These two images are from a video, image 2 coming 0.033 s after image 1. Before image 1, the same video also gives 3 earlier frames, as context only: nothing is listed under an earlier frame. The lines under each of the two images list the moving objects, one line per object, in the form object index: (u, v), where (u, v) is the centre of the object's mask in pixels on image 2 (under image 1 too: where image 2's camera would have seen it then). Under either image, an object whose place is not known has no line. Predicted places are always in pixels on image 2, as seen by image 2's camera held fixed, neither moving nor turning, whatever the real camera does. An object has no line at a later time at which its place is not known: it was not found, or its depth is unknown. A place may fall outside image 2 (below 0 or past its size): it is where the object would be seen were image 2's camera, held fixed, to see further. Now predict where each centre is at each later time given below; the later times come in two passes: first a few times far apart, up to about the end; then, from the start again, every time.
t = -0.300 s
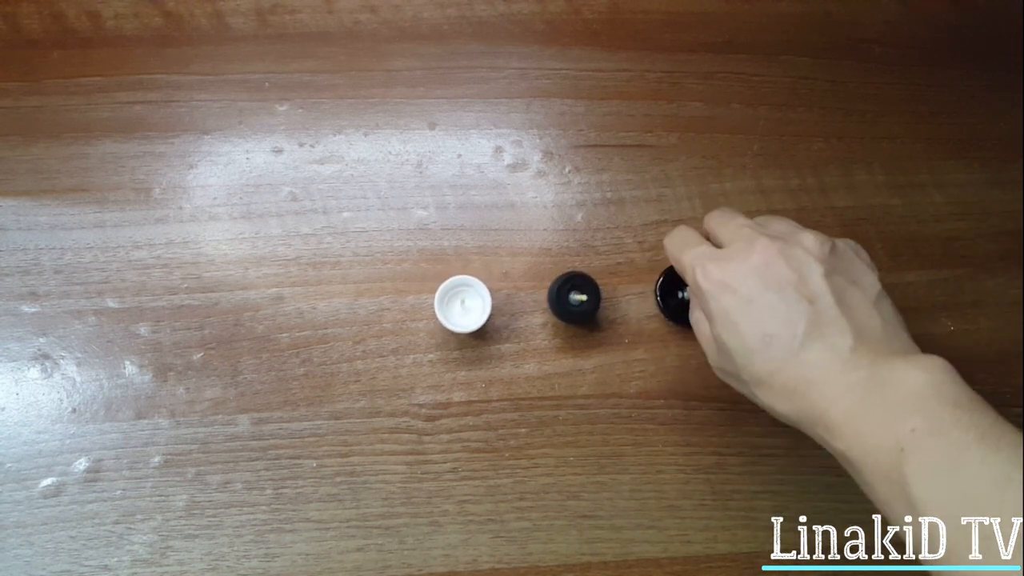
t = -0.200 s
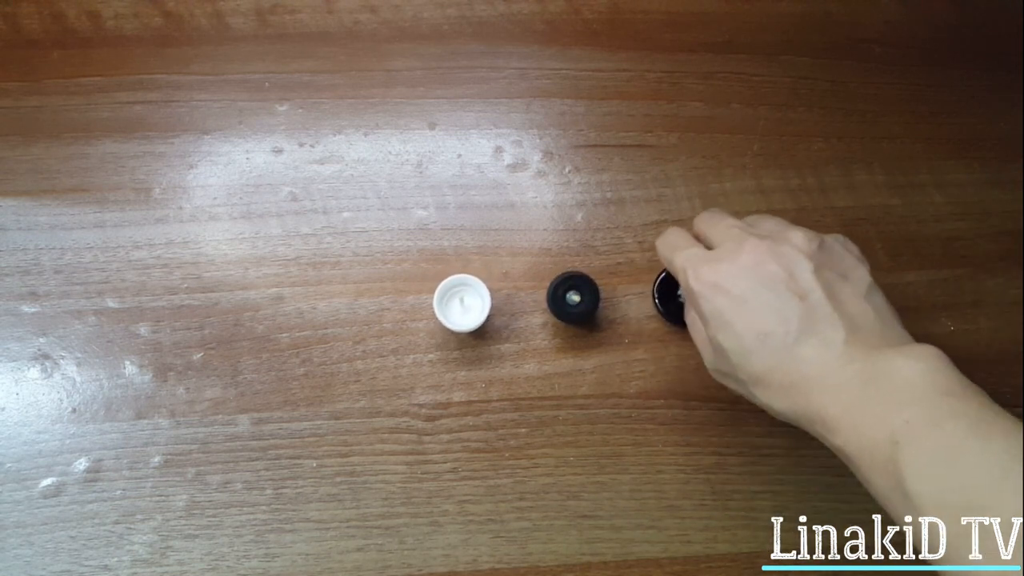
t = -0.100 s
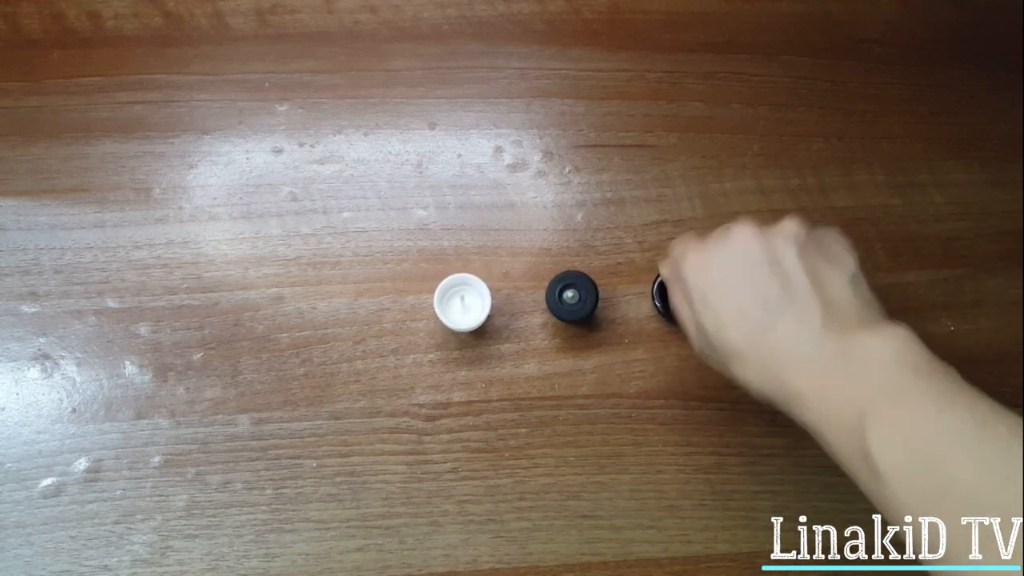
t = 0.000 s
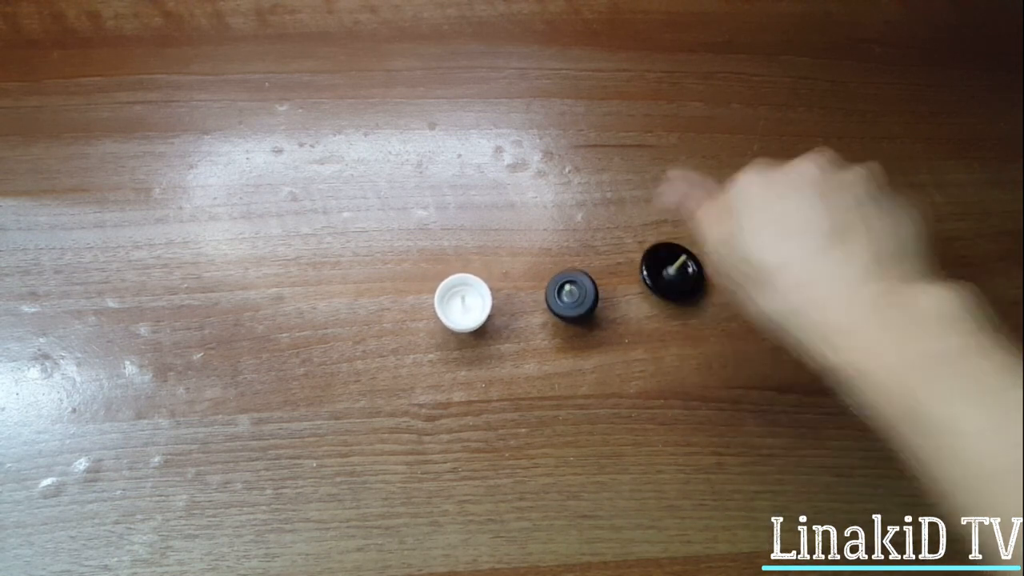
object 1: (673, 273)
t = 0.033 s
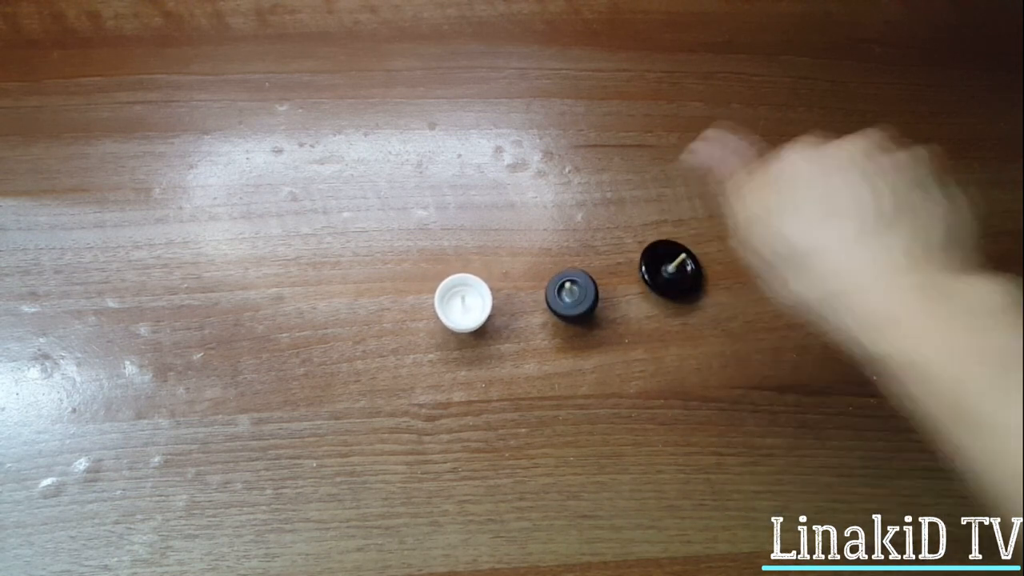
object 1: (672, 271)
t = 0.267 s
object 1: (667, 270)
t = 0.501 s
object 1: (663, 267)
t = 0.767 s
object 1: (665, 263)
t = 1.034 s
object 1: (670, 263)
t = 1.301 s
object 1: (673, 267)
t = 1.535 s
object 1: (670, 271)
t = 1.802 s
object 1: (667, 271)
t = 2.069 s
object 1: (663, 268)
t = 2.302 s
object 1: (661, 265)
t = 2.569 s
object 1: (662, 261)
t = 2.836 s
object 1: (666, 262)
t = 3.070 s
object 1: (667, 264)
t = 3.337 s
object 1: (667, 268)
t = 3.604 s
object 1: (663, 269)
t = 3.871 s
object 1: (662, 267)
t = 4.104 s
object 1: (660, 265)
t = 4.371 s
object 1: (661, 261)
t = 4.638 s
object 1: (665, 262)
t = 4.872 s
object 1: (666, 265)
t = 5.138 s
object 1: (664, 268)
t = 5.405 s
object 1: (661, 268)
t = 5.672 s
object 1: (659, 264)
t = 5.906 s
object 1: (661, 262)
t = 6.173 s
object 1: (664, 261)
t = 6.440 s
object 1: (667, 264)
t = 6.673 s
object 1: (666, 265)
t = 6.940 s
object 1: (663, 266)
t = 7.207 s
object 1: (660, 264)
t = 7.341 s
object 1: (660, 263)
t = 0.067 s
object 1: (671, 270)
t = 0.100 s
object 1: (670, 270)
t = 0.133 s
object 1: (669, 270)
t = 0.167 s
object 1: (669, 270)
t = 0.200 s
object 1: (668, 270)
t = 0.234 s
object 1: (667, 270)
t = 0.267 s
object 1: (667, 270)
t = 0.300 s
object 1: (666, 270)
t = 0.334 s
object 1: (665, 270)
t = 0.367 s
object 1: (665, 270)
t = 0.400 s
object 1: (664, 269)
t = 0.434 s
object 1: (663, 269)
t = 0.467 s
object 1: (663, 268)
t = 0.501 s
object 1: (663, 267)
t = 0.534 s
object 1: (663, 267)
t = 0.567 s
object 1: (663, 266)
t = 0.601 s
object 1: (663, 265)
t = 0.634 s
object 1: (664, 265)
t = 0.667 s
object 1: (664, 264)
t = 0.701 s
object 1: (664, 264)
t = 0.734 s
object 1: (665, 263)
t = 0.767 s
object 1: (665, 263)
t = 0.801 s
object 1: (666, 263)
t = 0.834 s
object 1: (667, 263)
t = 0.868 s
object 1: (667, 263)
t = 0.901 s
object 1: (668, 263)
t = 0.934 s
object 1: (668, 263)
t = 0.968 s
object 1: (669, 262)
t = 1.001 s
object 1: (670, 263)
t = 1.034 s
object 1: (670, 263)
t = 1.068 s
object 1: (670, 263)
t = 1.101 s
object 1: (671, 263)
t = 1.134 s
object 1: (672, 264)
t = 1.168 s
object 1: (672, 264)
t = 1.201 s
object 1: (672, 265)
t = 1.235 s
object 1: (672, 266)
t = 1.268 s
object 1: (673, 267)
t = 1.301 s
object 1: (673, 267)
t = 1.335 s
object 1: (672, 268)
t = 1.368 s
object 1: (672, 269)
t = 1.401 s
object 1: (672, 269)
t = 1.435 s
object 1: (671, 270)
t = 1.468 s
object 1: (671, 270)
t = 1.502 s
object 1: (671, 270)
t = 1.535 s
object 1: (670, 271)
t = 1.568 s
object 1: (670, 271)
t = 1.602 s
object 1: (670, 272)
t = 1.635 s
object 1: (670, 273)
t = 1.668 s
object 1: (669, 272)
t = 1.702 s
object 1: (669, 273)
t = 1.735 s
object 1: (669, 273)
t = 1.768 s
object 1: (668, 271)
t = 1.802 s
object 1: (667, 271)
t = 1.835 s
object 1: (667, 271)
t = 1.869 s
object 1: (665, 271)
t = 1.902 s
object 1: (665, 271)
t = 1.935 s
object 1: (664, 270)
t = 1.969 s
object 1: (664, 270)
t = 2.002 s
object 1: (664, 269)
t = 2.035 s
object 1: (663, 269)
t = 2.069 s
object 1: (663, 268)
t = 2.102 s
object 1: (663, 268)
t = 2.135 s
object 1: (662, 267)
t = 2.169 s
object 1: (662, 267)
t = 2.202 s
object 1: (661, 267)
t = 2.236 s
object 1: (661, 266)
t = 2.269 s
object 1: (661, 265)
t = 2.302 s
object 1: (661, 265)
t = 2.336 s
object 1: (661, 264)
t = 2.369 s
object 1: (661, 264)
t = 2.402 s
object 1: (661, 263)
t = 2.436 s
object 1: (661, 263)
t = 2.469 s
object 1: (661, 262)
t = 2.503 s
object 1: (662, 262)
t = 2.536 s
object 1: (662, 261)
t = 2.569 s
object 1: (662, 261)
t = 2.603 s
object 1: (663, 260)
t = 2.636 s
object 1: (663, 261)
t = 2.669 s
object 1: (664, 260)
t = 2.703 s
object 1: (664, 260)
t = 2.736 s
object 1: (665, 261)
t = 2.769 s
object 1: (665, 261)
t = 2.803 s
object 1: (665, 261)
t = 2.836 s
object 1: (666, 262)
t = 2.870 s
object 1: (666, 262)
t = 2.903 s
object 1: (666, 262)
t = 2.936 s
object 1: (666, 262)
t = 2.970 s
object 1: (667, 263)
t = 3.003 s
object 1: (667, 263)
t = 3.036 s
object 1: (667, 263)
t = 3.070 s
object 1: (667, 264)
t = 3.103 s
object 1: (667, 264)
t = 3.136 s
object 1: (667, 265)
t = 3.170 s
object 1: (668, 265)
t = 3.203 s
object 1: (667, 266)
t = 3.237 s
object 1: (667, 267)
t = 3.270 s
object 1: (667, 267)
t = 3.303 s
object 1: (666, 268)
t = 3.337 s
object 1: (667, 268)
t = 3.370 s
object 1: (666, 268)
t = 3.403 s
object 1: (666, 269)
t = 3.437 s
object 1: (665, 269)
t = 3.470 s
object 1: (665, 270)
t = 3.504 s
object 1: (665, 270)
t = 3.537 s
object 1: (664, 270)
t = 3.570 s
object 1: (664, 270)
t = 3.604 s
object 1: (663, 269)
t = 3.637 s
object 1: (664, 269)
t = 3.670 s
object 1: (664, 268)
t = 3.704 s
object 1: (664, 269)
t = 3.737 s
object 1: (664, 268)
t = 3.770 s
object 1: (663, 268)
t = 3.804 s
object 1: (663, 268)
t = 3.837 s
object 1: (662, 267)
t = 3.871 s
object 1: (662, 267)
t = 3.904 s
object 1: (661, 267)
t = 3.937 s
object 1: (661, 267)
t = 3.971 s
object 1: (661, 267)
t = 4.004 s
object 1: (660, 266)
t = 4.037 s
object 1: (660, 266)
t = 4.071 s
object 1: (660, 265)
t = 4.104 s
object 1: (660, 265)
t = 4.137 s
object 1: (660, 264)
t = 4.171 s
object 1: (660, 264)
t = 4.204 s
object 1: (660, 263)
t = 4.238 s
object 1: (660, 263)
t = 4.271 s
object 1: (661, 262)
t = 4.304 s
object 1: (661, 262)
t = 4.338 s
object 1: (661, 262)
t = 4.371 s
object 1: (661, 261)
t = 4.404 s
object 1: (662, 261)
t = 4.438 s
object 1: (663, 261)
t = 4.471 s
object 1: (663, 261)
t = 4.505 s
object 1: (663, 261)
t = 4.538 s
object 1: (664, 261)
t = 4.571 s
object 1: (664, 262)
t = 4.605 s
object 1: (665, 262)
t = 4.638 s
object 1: (665, 262)
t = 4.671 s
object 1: (666, 263)
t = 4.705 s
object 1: (665, 263)
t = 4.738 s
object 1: (666, 264)
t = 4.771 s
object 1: (665, 263)
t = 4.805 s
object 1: (665, 264)
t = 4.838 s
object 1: (666, 264)
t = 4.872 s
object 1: (666, 265)
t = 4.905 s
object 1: (667, 266)
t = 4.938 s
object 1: (666, 266)
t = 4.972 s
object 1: (666, 267)
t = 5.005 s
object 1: (665, 267)
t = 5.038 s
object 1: (666, 268)
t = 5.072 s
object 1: (665, 268)
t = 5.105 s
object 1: (665, 268)
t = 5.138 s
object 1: (664, 268)
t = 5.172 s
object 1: (663, 269)
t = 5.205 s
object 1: (664, 268)
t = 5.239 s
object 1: (663, 268)
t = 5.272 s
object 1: (663, 268)
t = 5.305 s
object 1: (662, 268)
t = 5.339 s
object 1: (662, 268)
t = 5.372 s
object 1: (661, 267)
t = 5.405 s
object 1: (661, 268)
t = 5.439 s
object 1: (661, 267)
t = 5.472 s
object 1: (661, 267)
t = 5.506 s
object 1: (661, 266)
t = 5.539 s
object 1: (660, 266)
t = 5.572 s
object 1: (660, 266)
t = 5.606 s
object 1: (659, 265)
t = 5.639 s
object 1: (660, 265)
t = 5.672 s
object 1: (659, 264)
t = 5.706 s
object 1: (660, 264)
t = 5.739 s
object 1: (660, 263)
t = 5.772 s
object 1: (660, 263)
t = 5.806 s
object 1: (660, 262)
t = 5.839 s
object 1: (661, 262)
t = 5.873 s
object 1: (661, 262)
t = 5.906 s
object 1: (661, 262)
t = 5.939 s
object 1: (662, 261)
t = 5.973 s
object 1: (662, 262)
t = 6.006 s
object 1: (663, 261)
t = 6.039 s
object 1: (662, 261)
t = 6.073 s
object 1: (663, 261)
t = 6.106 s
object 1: (663, 261)
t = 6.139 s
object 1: (664, 261)
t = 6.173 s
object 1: (664, 261)
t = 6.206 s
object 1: (665, 261)
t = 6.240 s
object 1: (665, 261)
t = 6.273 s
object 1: (665, 262)
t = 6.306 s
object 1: (666, 262)
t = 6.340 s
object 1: (666, 263)
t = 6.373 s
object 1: (667, 263)
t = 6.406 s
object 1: (666, 264)
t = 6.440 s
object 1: (667, 264)
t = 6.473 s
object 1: (666, 264)
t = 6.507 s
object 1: (667, 265)
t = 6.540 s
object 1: (666, 265)
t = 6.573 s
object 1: (666, 266)
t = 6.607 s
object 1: (666, 266)
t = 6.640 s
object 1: (666, 266)
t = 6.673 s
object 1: (666, 265)
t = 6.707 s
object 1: (666, 266)
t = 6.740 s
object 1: (666, 265)
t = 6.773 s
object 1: (665, 266)
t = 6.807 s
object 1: (665, 266)
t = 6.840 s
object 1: (664, 266)
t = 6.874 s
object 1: (664, 265)
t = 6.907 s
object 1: (663, 266)
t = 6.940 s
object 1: (663, 266)
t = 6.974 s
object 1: (662, 266)
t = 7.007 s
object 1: (662, 266)
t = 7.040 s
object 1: (661, 266)
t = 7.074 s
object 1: (661, 266)
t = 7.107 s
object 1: (660, 265)
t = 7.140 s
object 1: (661, 265)
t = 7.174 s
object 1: (660, 265)
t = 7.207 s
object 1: (660, 264)
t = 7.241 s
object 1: (659, 264)
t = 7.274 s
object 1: (660, 264)
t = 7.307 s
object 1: (660, 263)
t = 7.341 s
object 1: (660, 263)
